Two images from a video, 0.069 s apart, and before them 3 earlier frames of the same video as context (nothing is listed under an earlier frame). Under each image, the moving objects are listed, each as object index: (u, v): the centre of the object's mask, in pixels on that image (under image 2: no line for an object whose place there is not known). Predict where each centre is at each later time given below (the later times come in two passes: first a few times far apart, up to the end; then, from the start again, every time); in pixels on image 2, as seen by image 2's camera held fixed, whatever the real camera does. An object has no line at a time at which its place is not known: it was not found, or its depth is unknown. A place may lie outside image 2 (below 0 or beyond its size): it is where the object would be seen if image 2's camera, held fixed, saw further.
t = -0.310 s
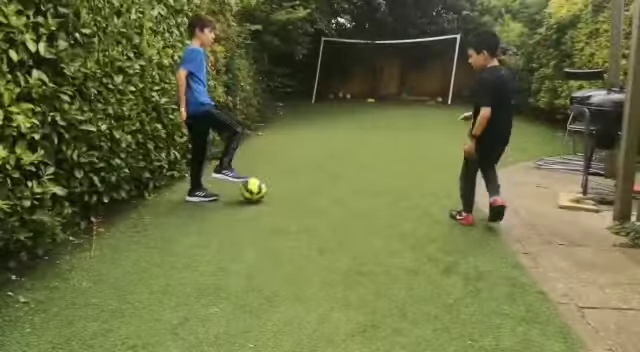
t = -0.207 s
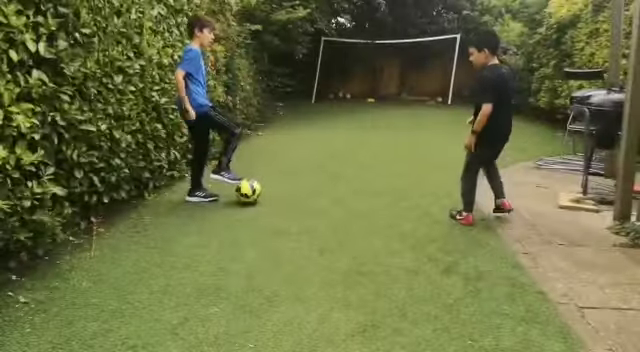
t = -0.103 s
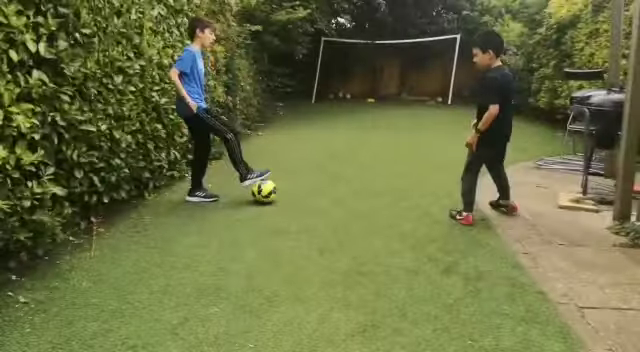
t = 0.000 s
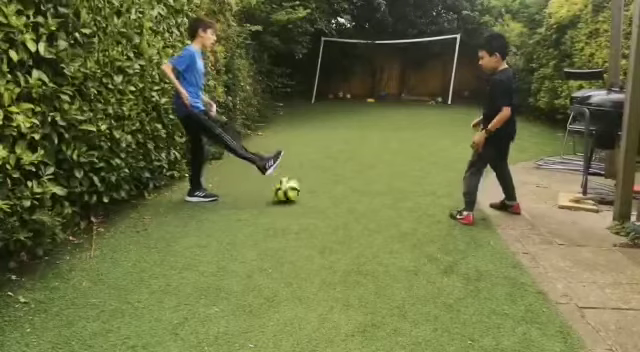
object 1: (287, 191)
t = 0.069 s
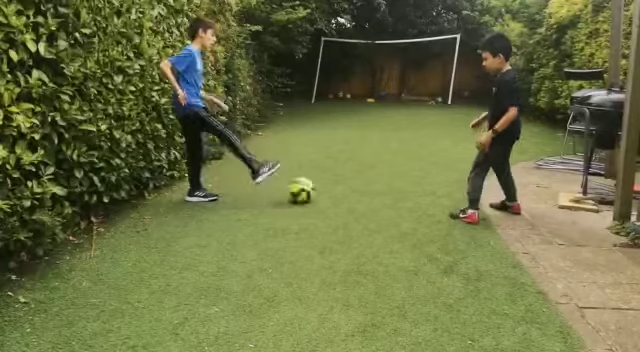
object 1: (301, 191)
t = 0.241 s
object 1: (336, 189)
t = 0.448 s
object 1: (377, 189)
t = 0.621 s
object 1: (409, 188)
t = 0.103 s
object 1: (308, 190)
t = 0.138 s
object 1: (315, 190)
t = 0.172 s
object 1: (322, 189)
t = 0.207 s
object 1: (330, 190)
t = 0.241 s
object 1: (336, 189)
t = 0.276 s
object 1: (344, 189)
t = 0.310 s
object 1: (350, 188)
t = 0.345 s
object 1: (356, 190)
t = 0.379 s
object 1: (364, 189)
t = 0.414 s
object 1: (371, 189)
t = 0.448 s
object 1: (377, 189)
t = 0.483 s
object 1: (384, 188)
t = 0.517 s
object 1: (390, 188)
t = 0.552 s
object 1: (397, 188)
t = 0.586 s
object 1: (403, 187)
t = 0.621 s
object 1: (409, 188)
